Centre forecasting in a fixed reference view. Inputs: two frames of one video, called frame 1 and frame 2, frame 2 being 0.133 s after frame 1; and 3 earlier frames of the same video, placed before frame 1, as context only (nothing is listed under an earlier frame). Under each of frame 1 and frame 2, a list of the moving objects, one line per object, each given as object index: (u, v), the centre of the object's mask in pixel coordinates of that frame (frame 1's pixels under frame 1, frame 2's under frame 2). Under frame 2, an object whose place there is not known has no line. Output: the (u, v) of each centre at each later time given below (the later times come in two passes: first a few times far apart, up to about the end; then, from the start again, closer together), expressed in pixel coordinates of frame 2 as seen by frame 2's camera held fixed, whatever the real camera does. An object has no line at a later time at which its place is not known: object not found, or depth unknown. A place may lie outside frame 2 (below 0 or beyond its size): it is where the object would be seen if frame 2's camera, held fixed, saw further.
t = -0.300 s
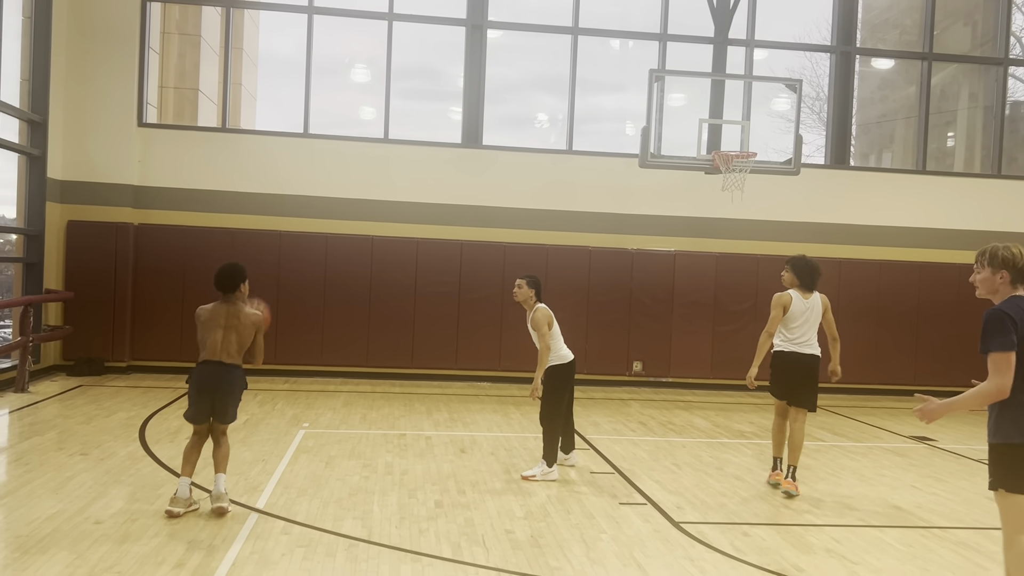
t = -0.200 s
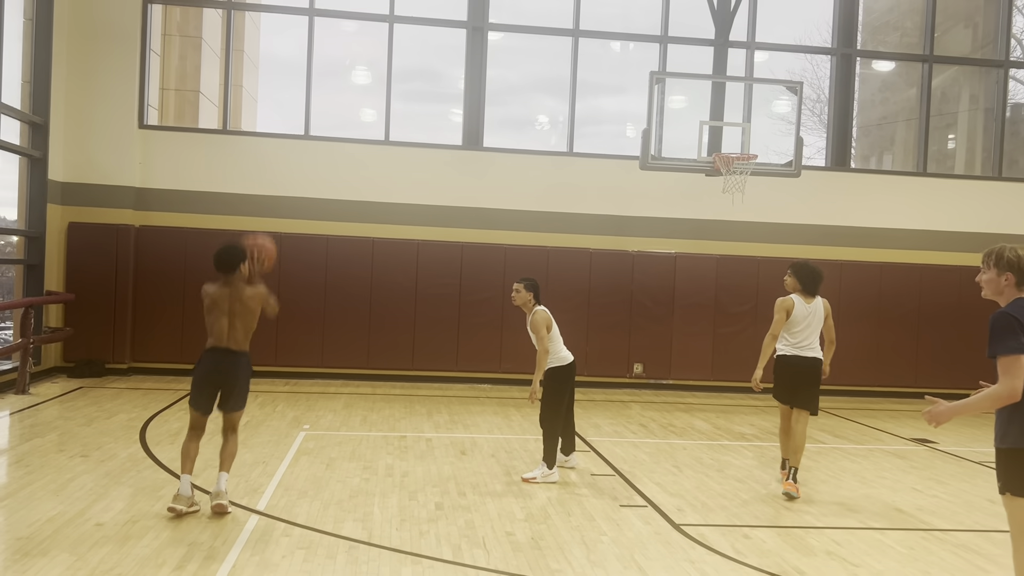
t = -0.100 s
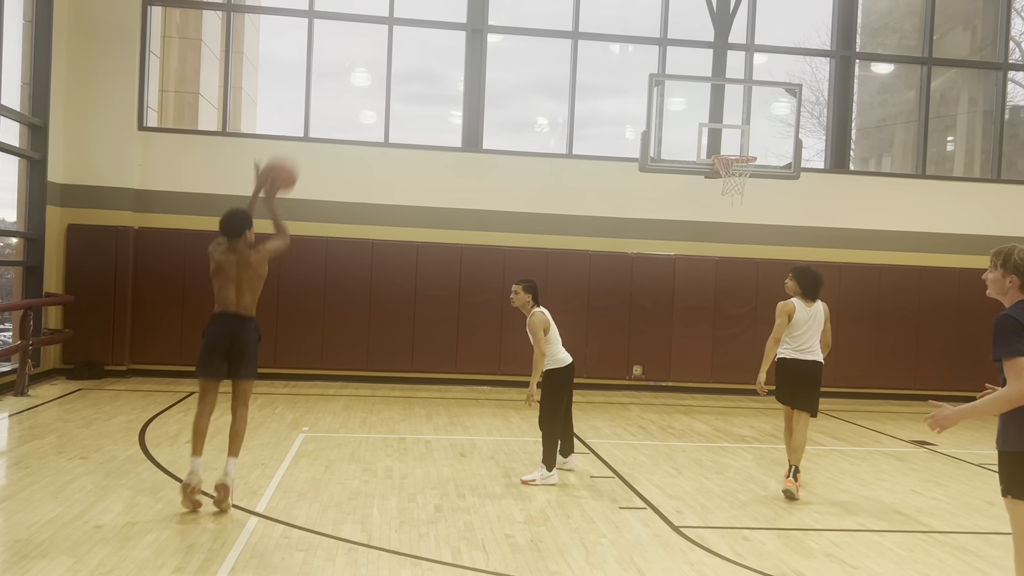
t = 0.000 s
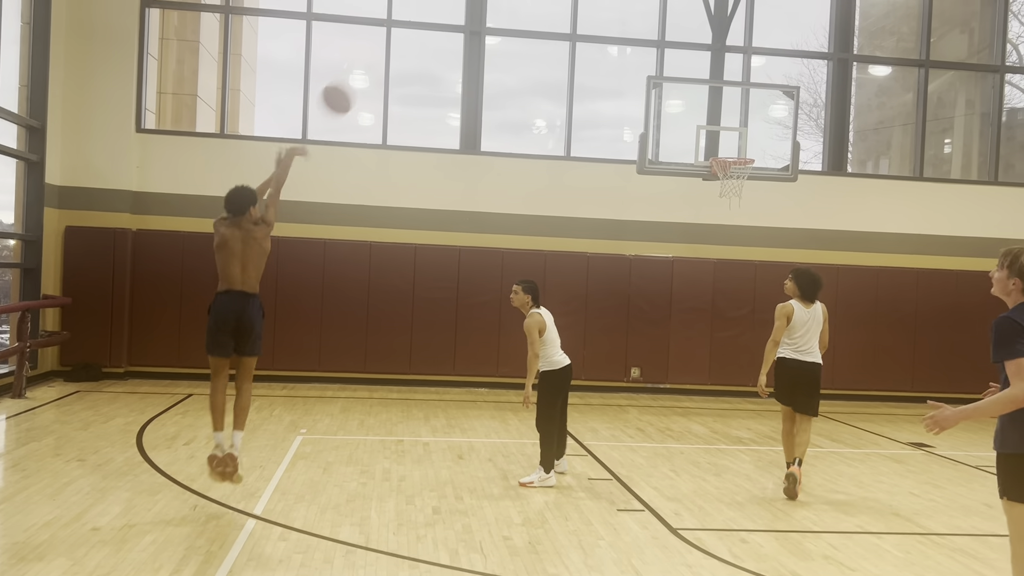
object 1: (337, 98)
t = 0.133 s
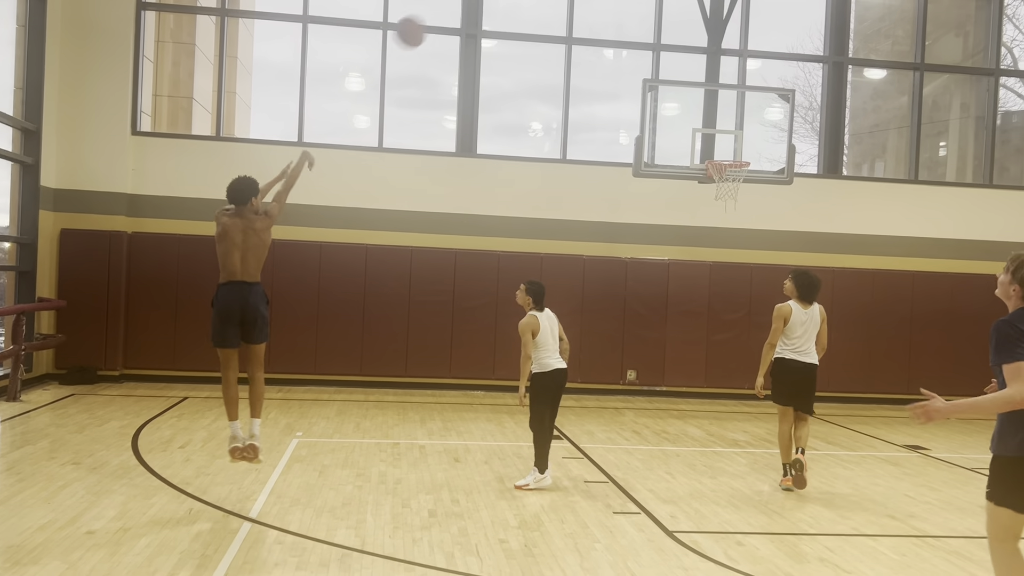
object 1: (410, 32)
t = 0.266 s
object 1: (475, 3)
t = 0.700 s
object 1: (636, 15)
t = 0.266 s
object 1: (475, 3)
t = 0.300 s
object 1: (492, -1)
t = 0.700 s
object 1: (636, 15)
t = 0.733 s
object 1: (645, 23)
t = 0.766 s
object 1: (655, 34)
